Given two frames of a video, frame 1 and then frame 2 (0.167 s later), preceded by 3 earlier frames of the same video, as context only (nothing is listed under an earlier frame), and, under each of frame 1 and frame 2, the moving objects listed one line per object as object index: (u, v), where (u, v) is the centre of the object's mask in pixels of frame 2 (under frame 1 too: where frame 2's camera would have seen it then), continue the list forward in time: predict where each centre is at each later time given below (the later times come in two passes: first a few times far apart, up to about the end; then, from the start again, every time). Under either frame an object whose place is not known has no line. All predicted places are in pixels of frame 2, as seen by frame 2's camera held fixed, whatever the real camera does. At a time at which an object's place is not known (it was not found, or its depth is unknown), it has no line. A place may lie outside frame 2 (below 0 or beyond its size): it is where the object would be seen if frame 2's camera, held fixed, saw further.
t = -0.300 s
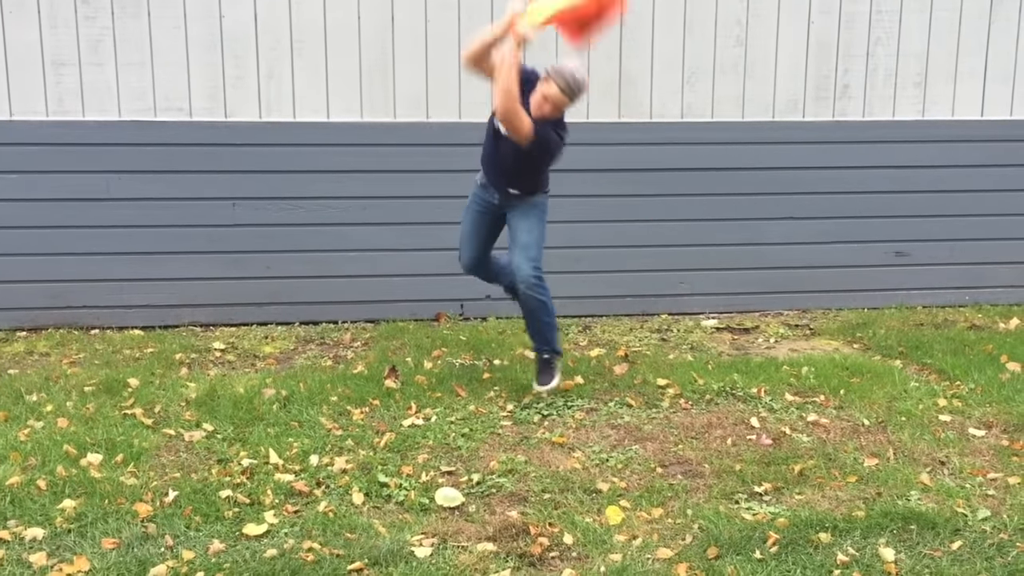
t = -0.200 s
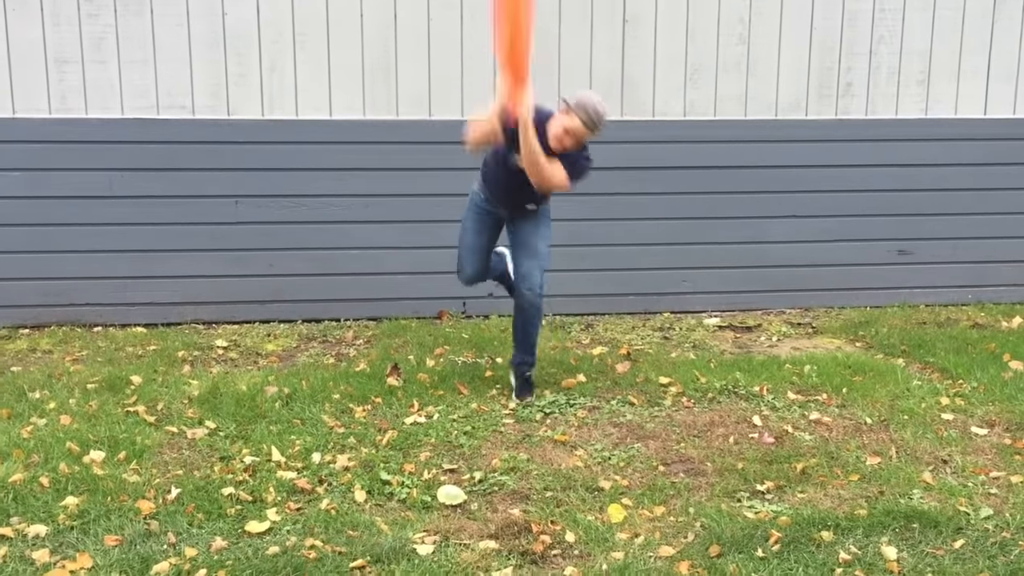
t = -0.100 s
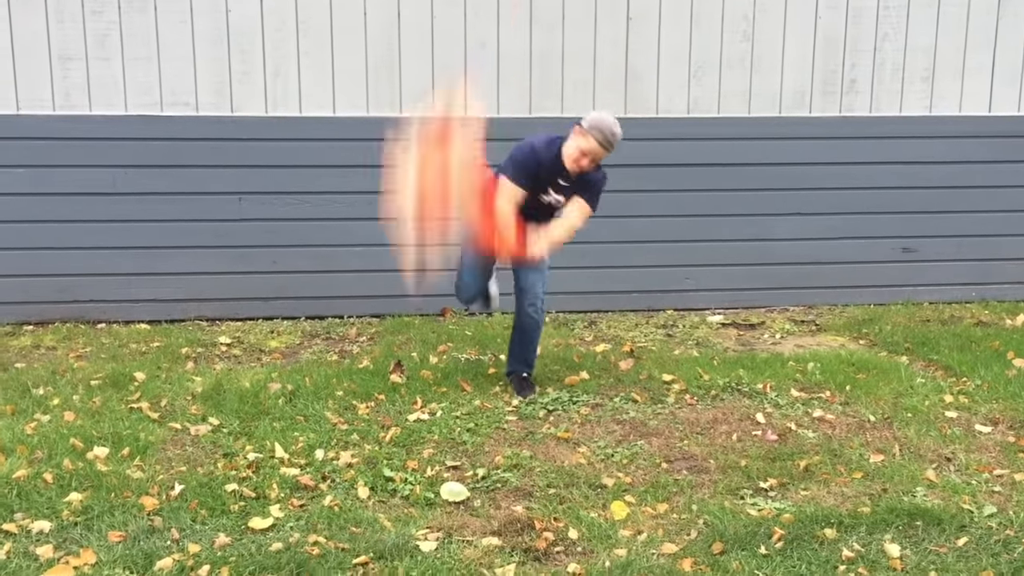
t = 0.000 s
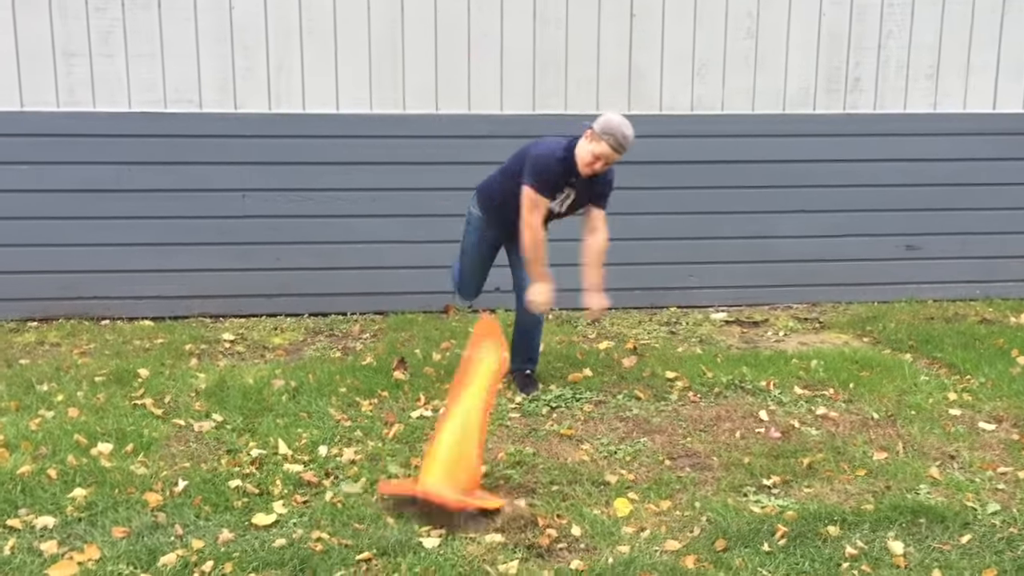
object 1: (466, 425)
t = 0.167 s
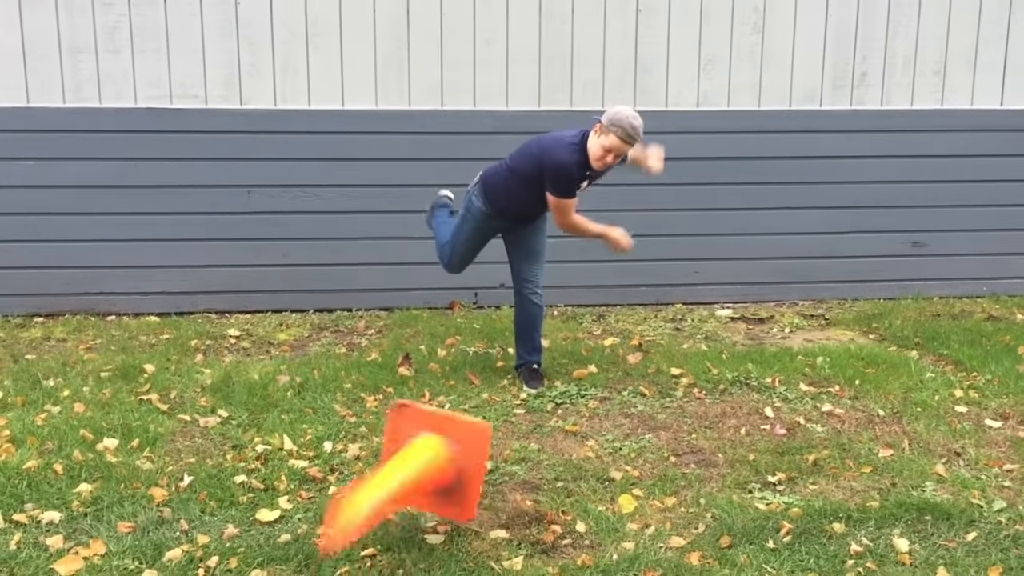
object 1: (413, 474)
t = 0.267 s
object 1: (393, 487)
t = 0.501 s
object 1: (357, 530)
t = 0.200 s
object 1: (406, 481)
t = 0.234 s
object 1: (402, 483)
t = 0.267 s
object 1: (393, 487)
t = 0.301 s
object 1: (388, 489)
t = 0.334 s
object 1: (383, 494)
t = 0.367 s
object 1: (379, 501)
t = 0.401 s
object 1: (376, 513)
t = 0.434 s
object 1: (374, 524)
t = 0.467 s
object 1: (367, 528)
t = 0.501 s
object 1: (357, 530)
